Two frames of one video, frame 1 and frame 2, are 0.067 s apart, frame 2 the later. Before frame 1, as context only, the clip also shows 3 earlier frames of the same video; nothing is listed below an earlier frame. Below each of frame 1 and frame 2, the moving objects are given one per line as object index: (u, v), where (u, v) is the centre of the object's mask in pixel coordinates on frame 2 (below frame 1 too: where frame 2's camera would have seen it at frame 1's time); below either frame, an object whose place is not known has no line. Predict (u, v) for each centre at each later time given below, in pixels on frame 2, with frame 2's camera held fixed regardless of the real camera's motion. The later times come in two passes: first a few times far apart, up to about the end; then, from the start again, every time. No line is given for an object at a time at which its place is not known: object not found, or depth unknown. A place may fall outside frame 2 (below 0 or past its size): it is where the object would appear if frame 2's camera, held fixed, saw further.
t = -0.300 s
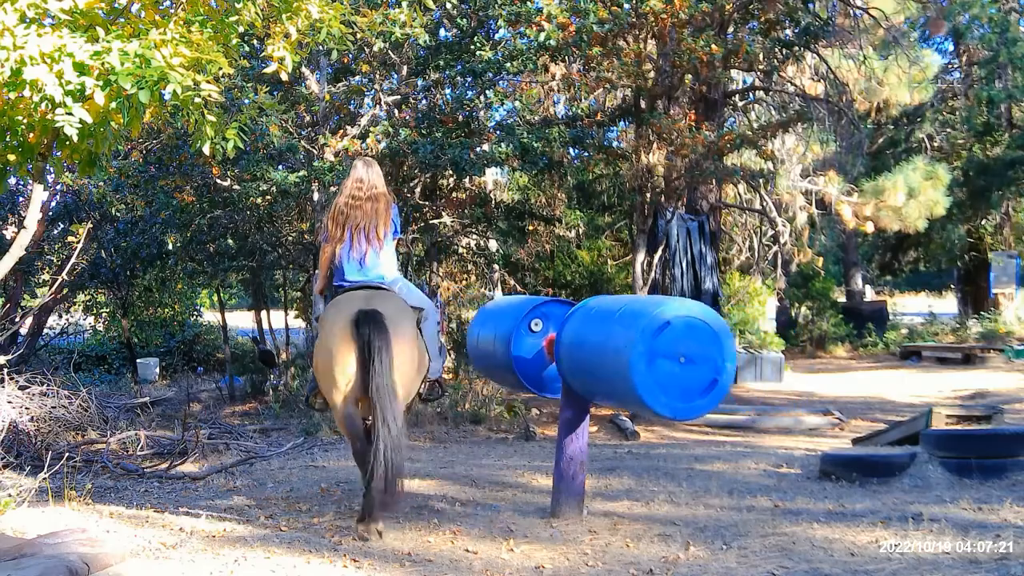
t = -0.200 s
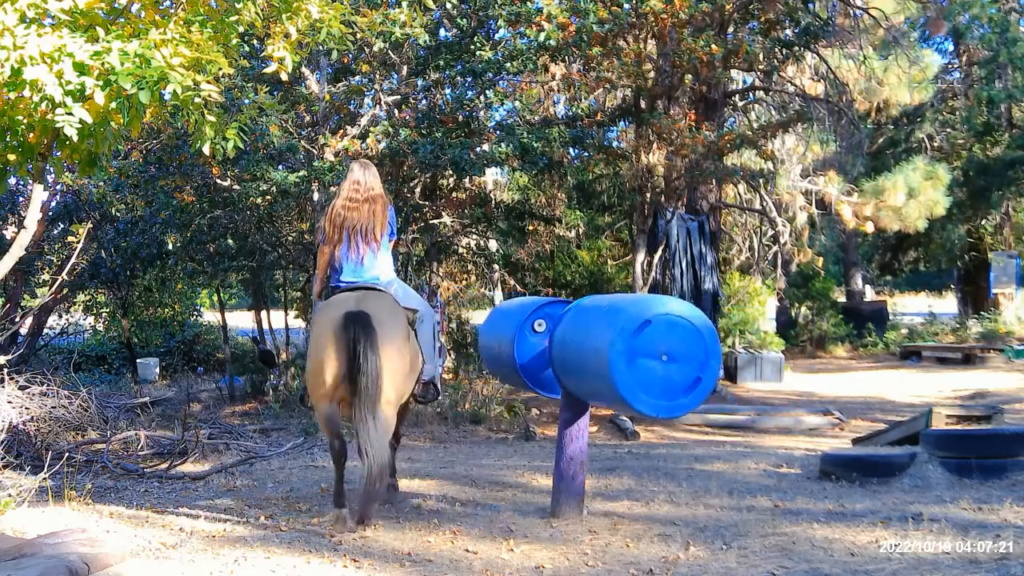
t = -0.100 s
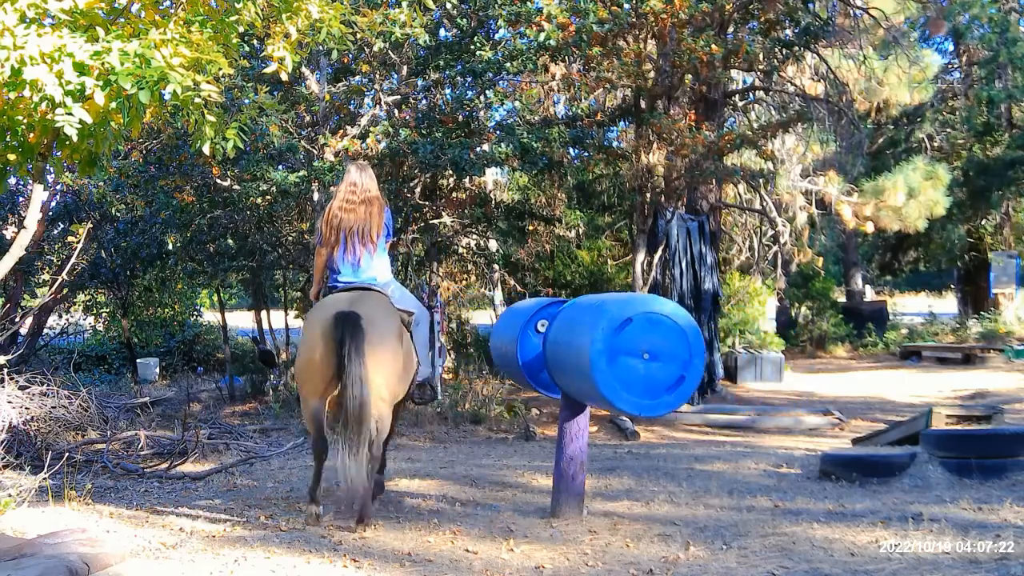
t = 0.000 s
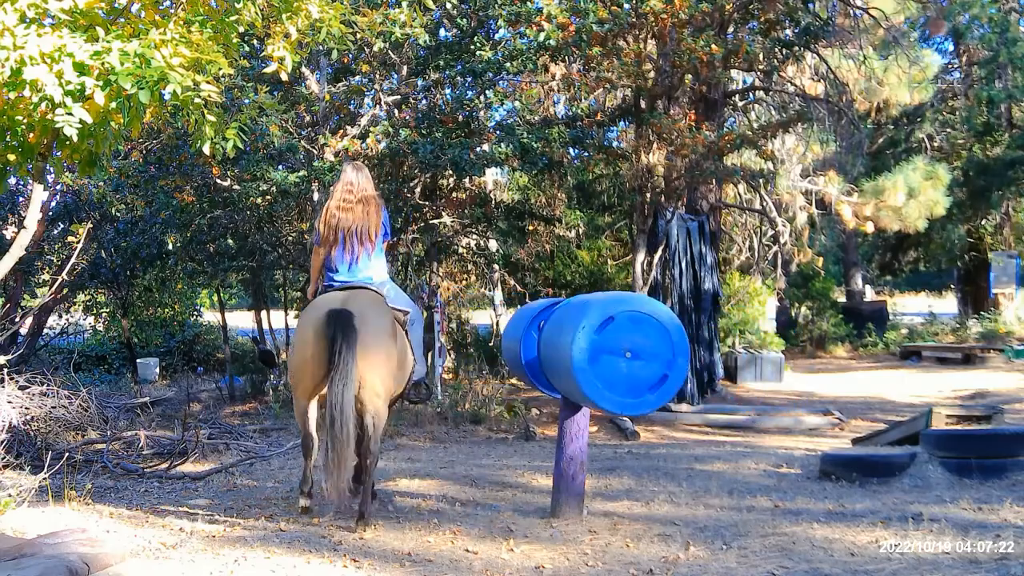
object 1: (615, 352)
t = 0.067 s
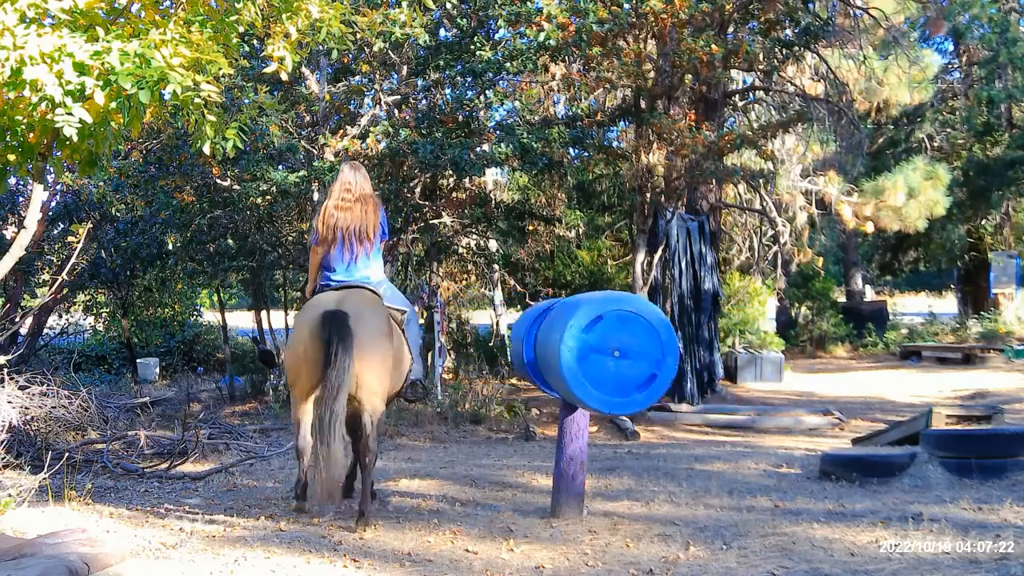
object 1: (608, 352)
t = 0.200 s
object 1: (592, 351)
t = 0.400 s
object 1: (567, 349)
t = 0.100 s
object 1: (604, 352)
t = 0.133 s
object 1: (601, 351)
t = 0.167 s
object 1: (596, 351)
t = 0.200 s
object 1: (592, 351)
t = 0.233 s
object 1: (589, 351)
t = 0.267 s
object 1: (585, 351)
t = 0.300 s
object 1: (580, 350)
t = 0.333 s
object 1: (575, 349)
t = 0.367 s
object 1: (571, 349)
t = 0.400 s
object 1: (567, 349)
